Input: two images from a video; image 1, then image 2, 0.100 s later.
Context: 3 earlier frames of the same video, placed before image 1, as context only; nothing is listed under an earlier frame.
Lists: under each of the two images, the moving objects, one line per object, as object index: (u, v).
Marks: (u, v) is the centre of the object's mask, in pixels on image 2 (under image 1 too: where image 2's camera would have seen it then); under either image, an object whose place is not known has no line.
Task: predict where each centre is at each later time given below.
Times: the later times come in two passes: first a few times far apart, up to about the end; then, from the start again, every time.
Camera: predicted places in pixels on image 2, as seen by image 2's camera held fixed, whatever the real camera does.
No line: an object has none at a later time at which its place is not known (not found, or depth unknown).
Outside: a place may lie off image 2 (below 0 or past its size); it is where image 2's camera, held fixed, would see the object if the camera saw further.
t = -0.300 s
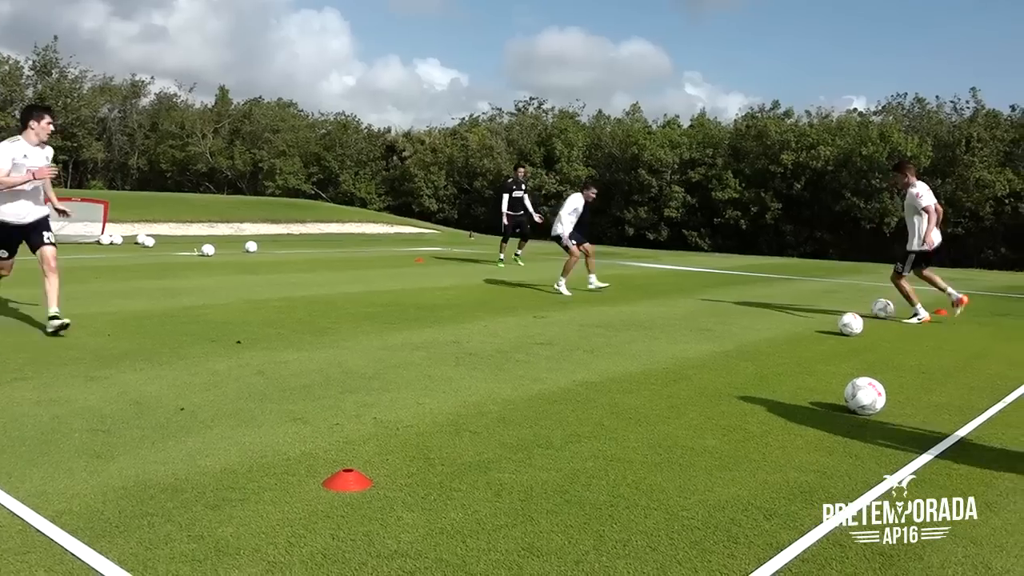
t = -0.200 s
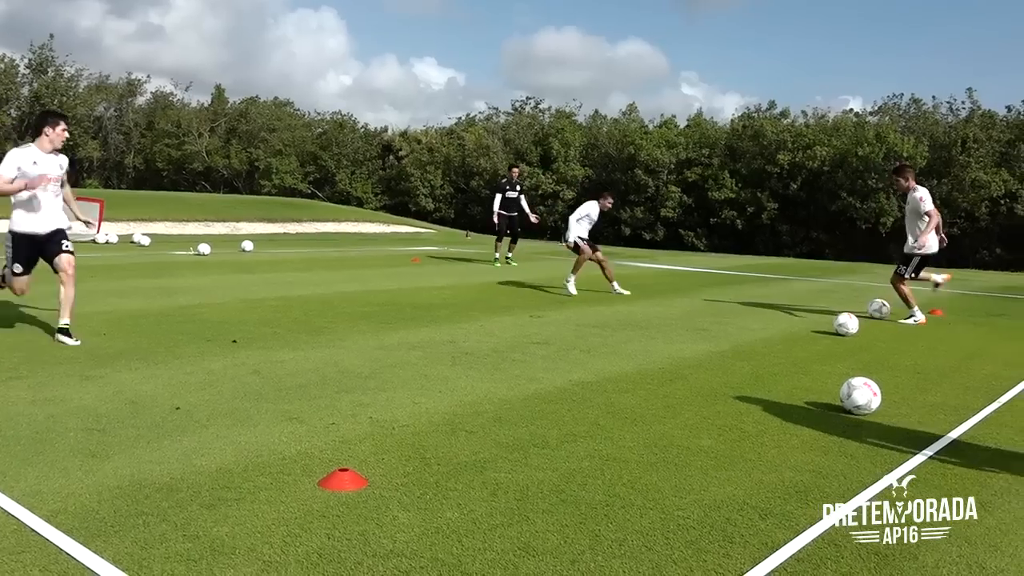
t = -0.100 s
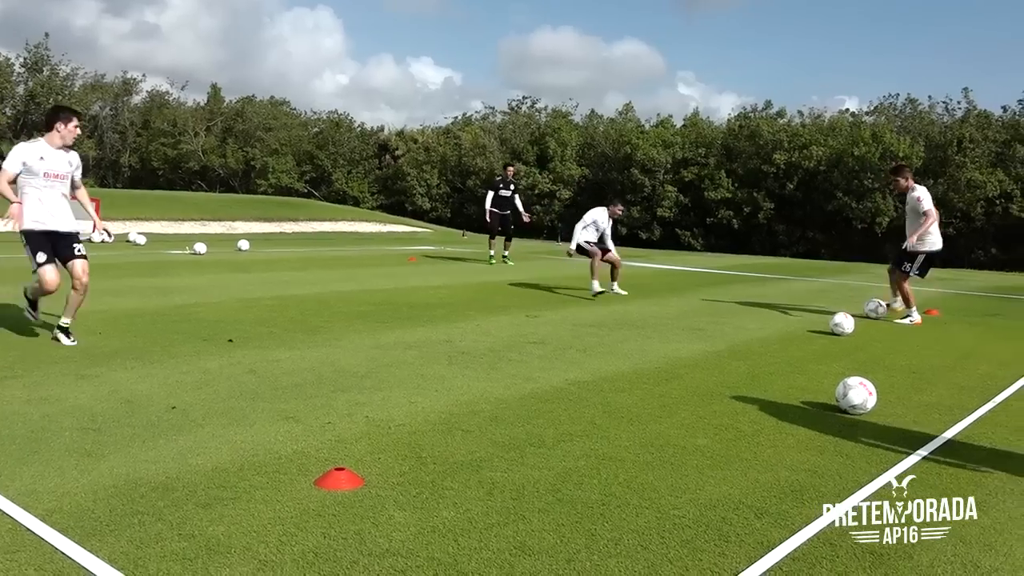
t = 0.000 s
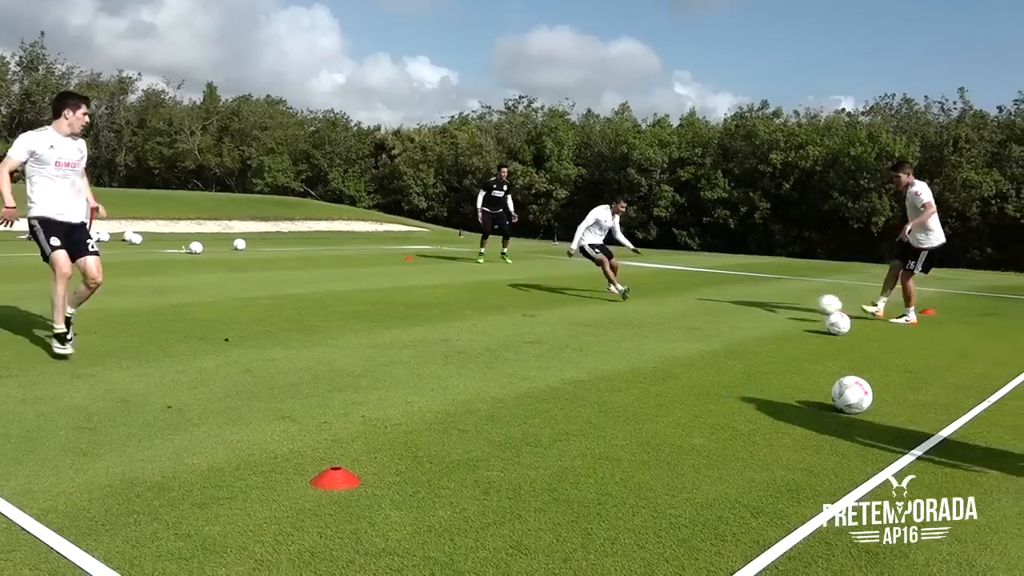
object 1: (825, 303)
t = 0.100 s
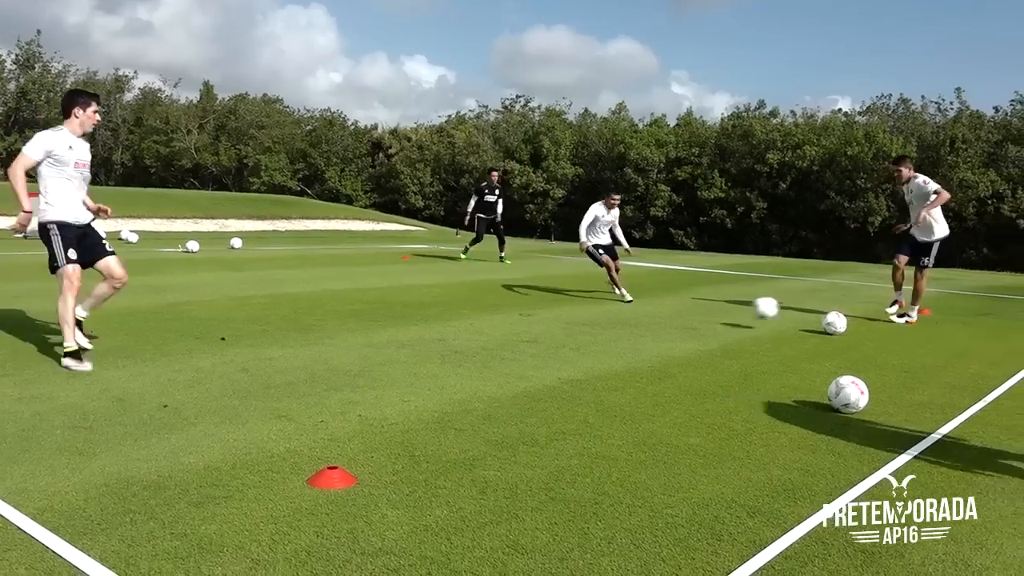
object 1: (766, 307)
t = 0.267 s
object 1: (648, 325)
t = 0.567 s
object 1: (404, 341)
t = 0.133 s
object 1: (744, 311)
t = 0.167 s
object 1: (720, 315)
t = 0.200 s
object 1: (696, 322)
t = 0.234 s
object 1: (671, 327)
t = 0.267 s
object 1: (648, 325)
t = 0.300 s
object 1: (624, 325)
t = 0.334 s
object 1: (599, 325)
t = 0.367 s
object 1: (572, 328)
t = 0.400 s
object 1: (544, 333)
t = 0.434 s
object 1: (514, 337)
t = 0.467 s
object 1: (485, 342)
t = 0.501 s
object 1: (459, 340)
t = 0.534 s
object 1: (432, 340)
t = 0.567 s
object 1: (404, 341)
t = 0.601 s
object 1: (374, 345)
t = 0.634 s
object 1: (342, 350)
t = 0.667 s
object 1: (311, 356)
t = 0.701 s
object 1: (284, 355)
